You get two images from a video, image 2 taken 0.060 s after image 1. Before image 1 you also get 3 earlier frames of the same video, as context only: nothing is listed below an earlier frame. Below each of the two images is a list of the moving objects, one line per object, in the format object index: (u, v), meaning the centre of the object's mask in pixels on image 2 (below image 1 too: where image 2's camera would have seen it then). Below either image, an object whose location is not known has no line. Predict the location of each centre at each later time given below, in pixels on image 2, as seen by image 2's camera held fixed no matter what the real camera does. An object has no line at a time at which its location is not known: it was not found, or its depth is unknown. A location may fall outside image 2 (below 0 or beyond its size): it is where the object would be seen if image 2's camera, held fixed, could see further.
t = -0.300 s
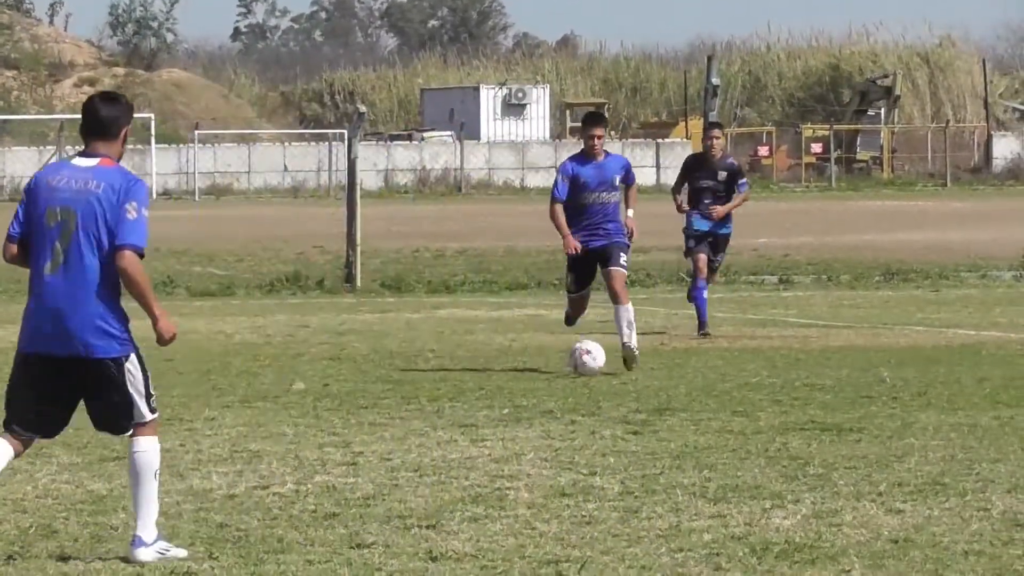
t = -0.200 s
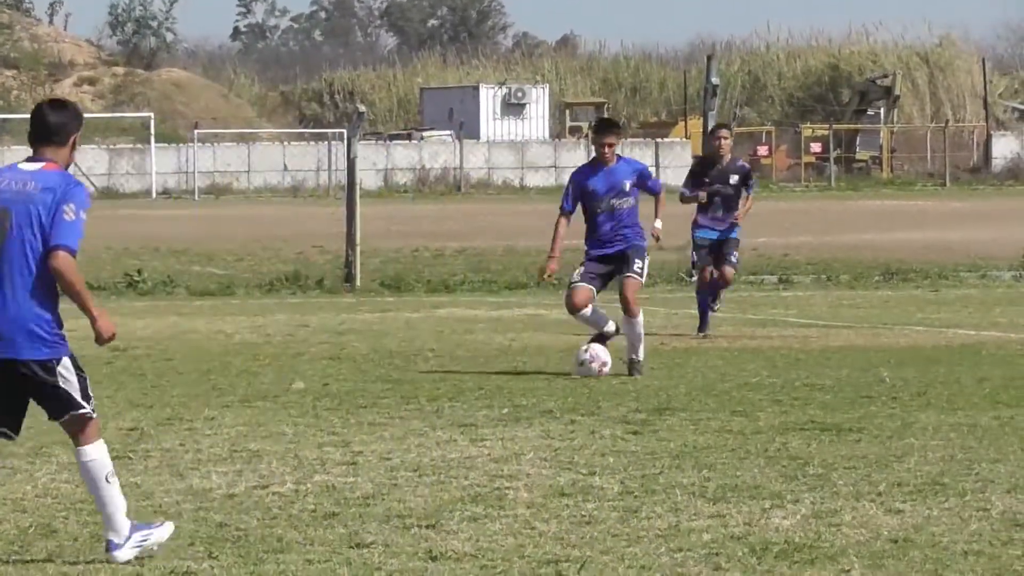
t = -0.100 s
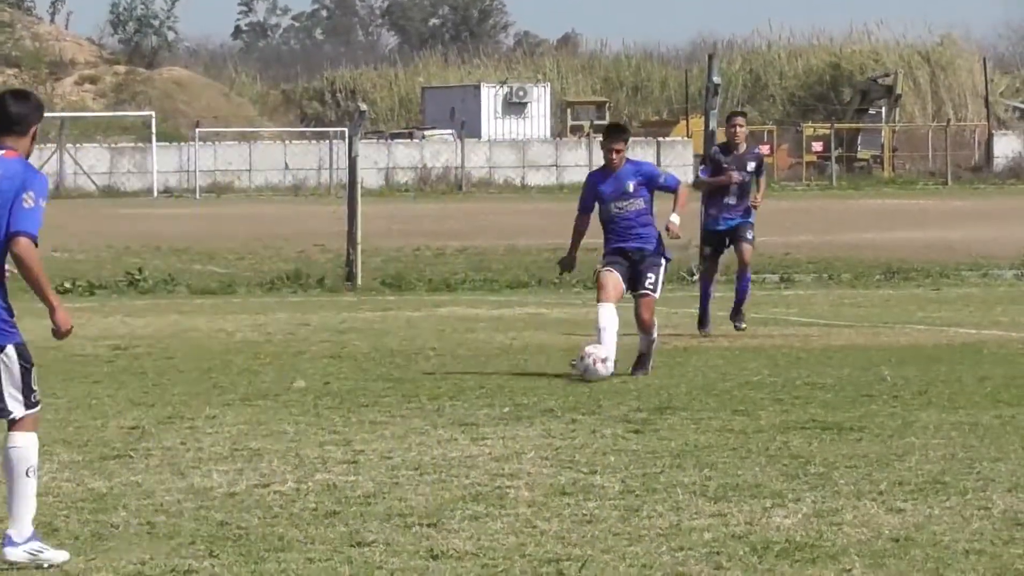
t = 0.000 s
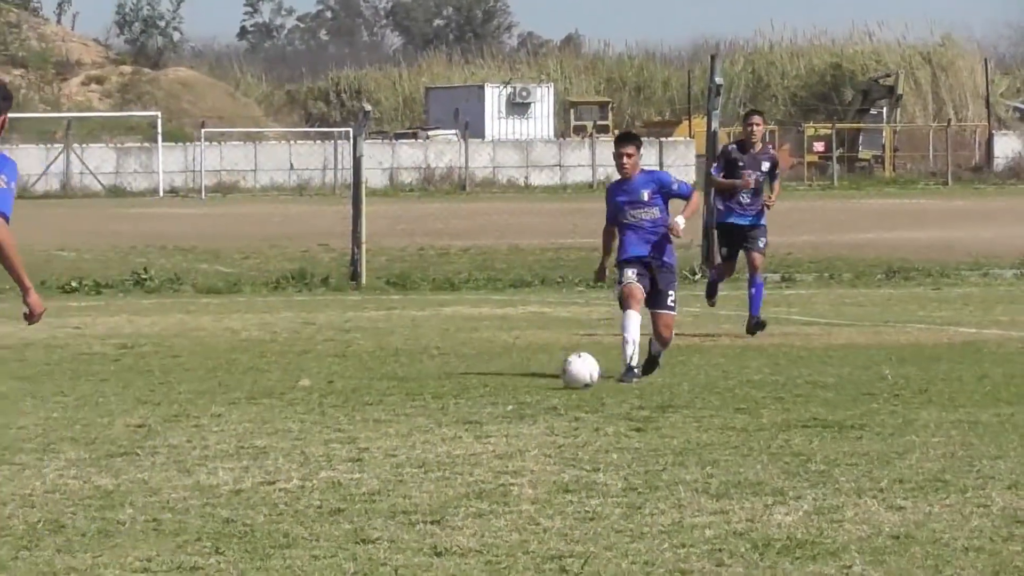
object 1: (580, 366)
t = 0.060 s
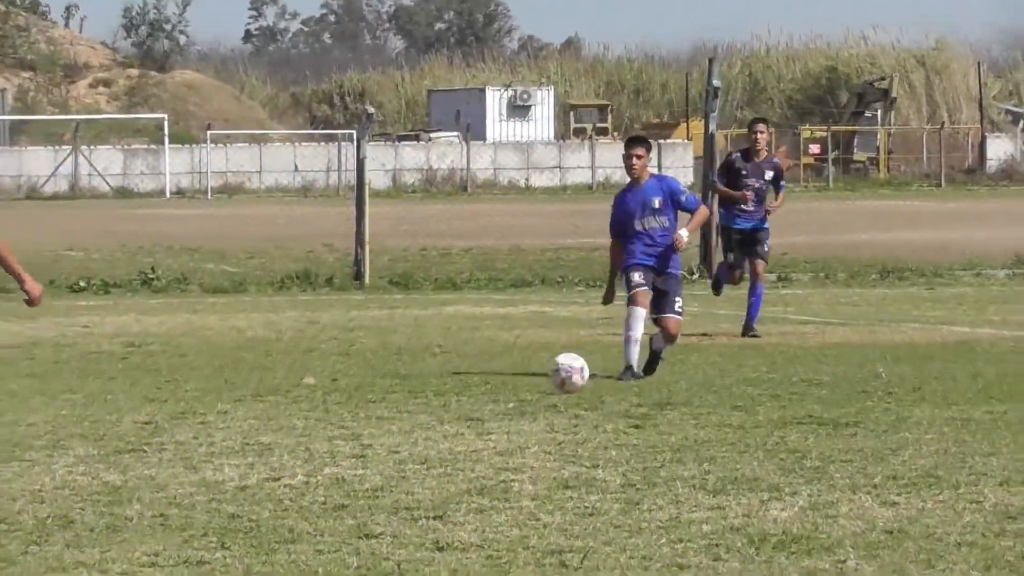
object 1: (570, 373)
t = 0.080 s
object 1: (565, 374)
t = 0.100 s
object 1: (561, 380)
